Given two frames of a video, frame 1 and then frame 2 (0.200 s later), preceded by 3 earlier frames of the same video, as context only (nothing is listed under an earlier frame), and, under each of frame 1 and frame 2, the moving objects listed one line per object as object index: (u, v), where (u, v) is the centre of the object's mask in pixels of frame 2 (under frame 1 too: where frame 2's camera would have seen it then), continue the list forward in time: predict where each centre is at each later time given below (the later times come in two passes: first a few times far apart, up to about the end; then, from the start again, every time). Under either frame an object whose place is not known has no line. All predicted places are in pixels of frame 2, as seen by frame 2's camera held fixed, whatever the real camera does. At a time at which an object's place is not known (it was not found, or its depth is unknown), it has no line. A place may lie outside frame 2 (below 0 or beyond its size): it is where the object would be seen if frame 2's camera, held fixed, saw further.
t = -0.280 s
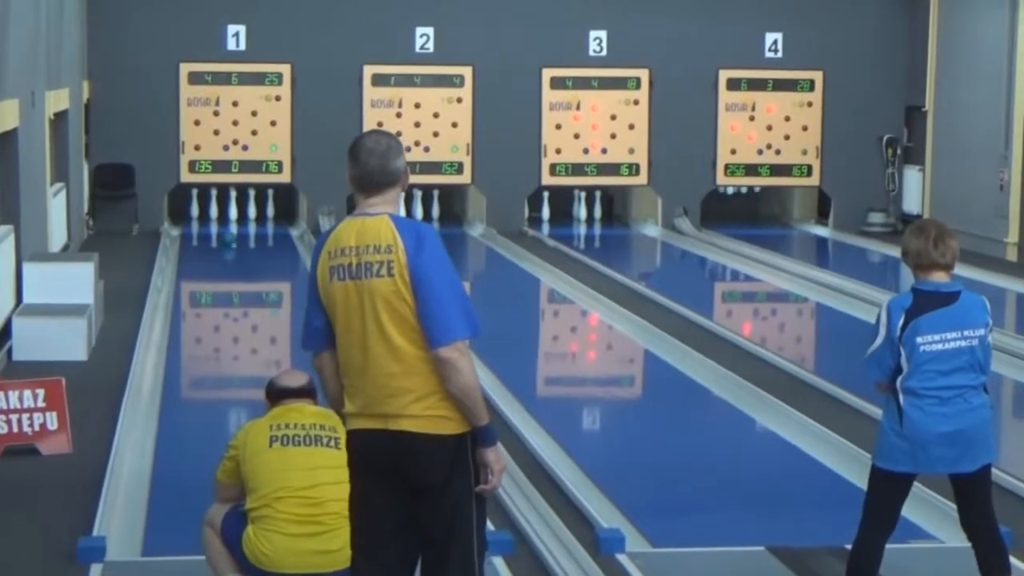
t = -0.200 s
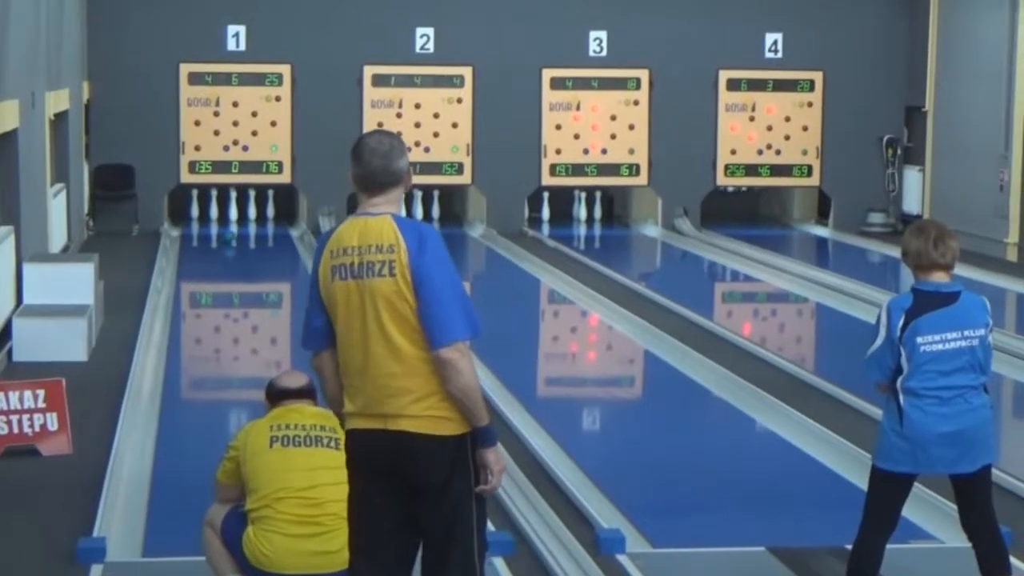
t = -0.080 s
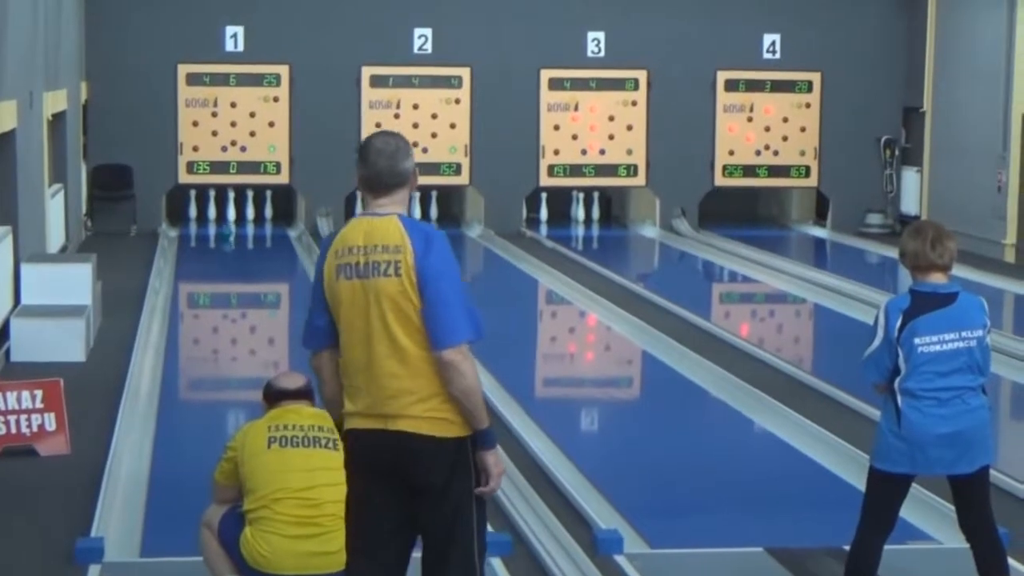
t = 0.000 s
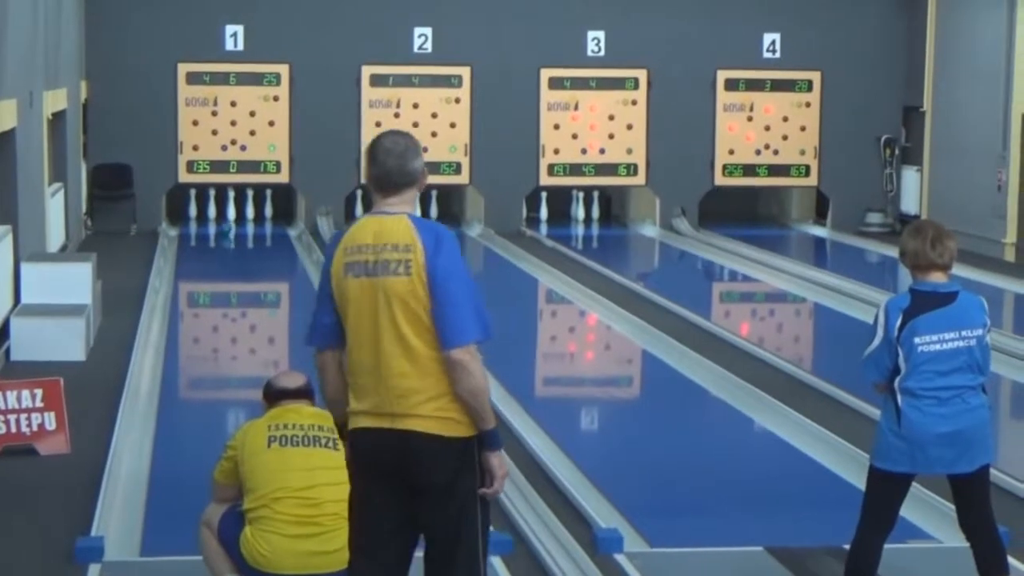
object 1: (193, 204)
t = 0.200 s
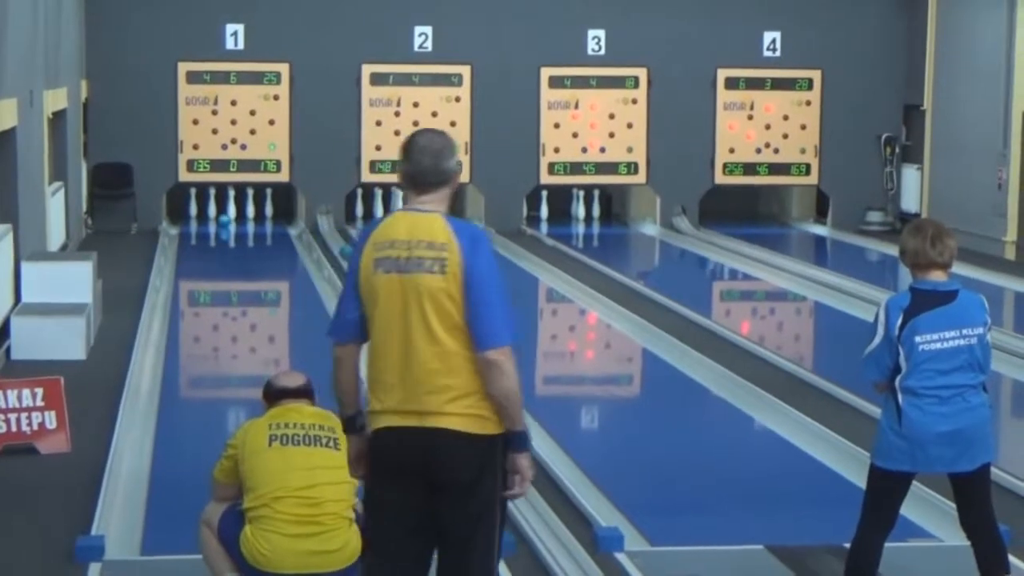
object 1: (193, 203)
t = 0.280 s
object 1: (193, 203)
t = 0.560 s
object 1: (185, 203)
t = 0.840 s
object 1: (185, 211)
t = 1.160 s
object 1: (185, 210)
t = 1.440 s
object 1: (185, 212)
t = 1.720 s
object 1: (187, 212)
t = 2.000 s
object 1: (188, 212)
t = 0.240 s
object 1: (193, 203)
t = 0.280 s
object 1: (193, 203)
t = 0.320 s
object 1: (193, 203)
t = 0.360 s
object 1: (193, 203)
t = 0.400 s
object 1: (193, 203)
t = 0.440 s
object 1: (193, 203)
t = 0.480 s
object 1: (193, 203)
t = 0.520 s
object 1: (190, 204)
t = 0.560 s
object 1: (185, 203)
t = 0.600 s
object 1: (180, 204)
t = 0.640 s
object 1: (180, 206)
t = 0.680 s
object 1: (182, 207)
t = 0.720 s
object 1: (188, 206)
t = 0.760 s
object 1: (191, 208)
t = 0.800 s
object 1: (188, 209)
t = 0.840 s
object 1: (185, 211)
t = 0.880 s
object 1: (185, 211)
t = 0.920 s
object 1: (185, 212)
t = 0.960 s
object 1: (186, 211)
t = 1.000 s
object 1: (187, 211)
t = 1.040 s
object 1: (187, 211)
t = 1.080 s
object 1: (186, 211)
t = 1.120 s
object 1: (186, 210)
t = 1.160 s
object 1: (185, 210)
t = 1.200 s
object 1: (184, 211)
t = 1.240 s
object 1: (184, 211)
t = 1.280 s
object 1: (183, 212)
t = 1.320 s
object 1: (184, 212)
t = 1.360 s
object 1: (183, 212)
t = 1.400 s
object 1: (184, 212)
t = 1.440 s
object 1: (185, 212)
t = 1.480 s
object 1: (185, 212)
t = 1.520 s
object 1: (185, 212)
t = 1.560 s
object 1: (186, 212)
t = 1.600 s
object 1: (186, 212)
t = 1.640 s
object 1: (187, 212)
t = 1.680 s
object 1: (187, 212)
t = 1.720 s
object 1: (187, 212)
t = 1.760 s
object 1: (188, 212)
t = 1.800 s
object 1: (188, 212)
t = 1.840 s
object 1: (188, 212)
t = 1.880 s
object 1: (188, 212)
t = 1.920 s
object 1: (188, 212)
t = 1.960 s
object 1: (188, 212)
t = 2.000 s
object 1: (188, 212)
